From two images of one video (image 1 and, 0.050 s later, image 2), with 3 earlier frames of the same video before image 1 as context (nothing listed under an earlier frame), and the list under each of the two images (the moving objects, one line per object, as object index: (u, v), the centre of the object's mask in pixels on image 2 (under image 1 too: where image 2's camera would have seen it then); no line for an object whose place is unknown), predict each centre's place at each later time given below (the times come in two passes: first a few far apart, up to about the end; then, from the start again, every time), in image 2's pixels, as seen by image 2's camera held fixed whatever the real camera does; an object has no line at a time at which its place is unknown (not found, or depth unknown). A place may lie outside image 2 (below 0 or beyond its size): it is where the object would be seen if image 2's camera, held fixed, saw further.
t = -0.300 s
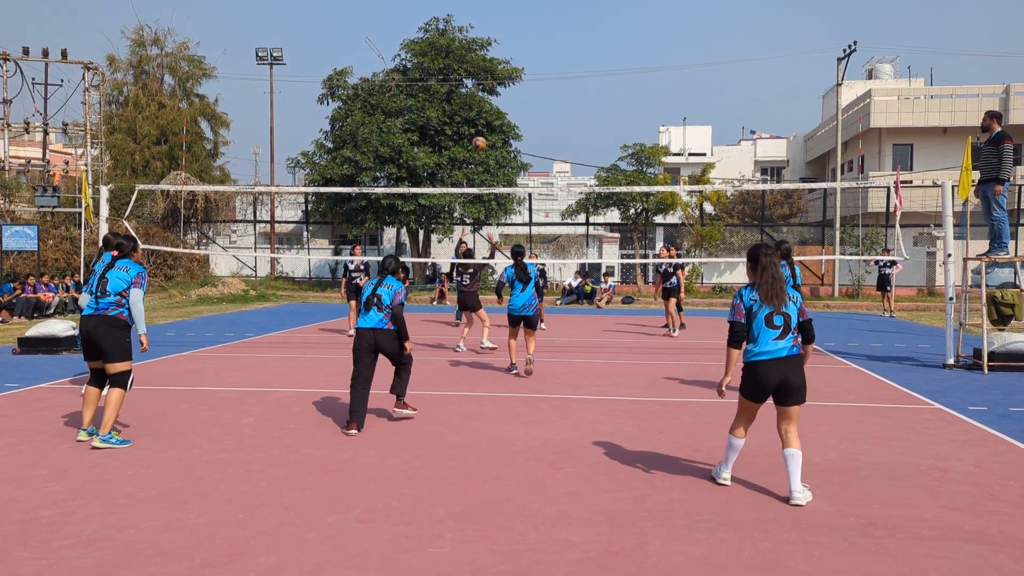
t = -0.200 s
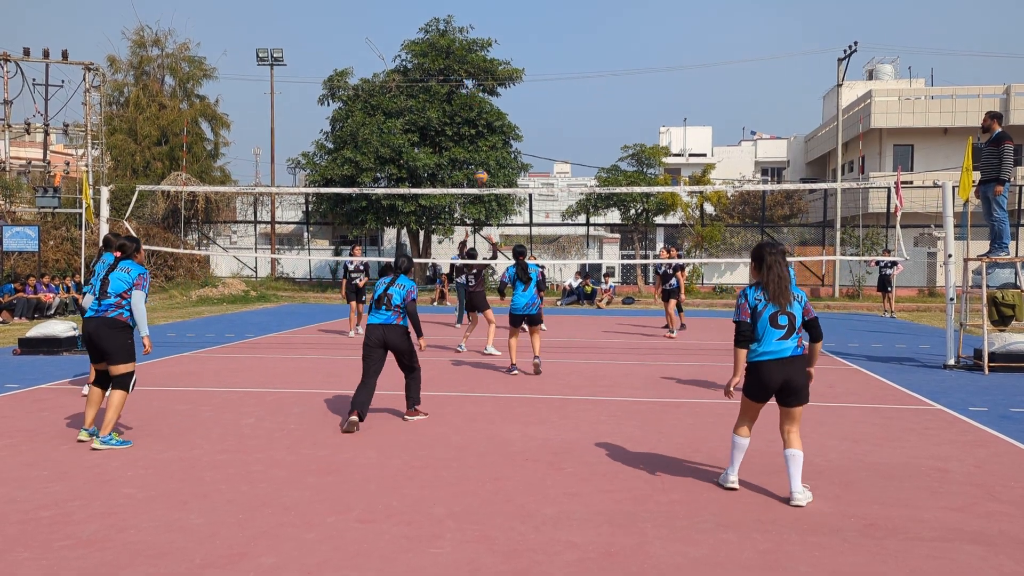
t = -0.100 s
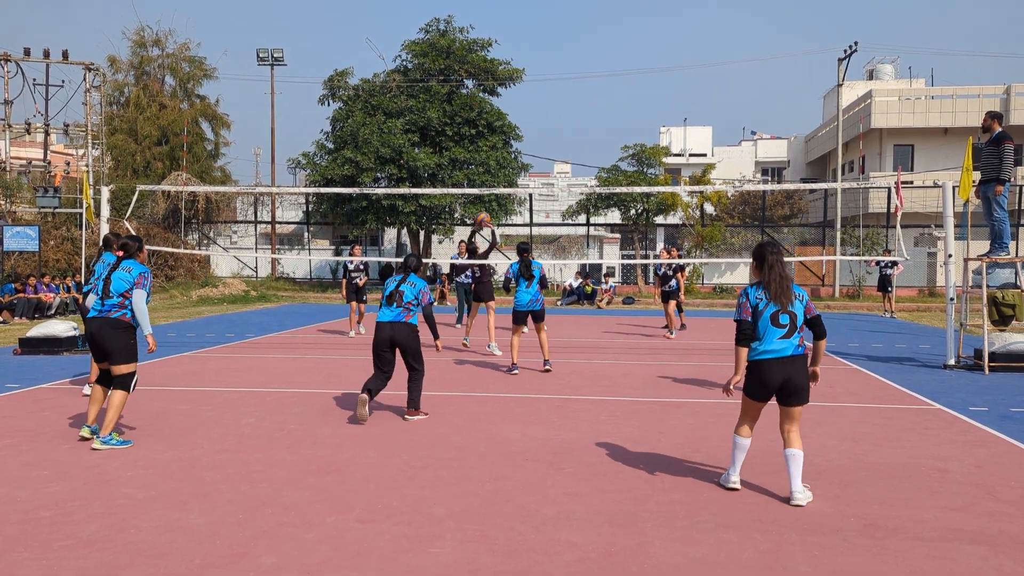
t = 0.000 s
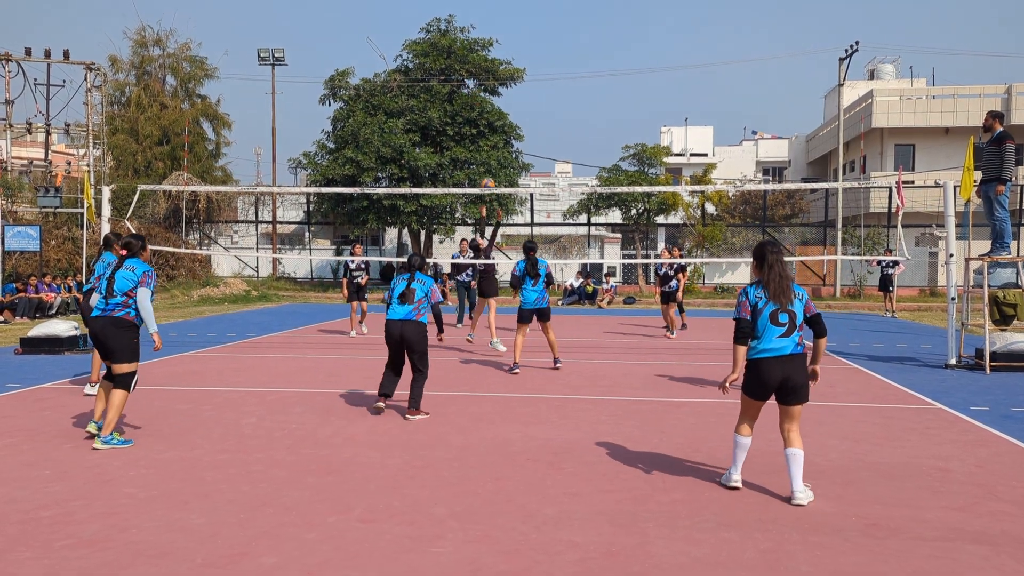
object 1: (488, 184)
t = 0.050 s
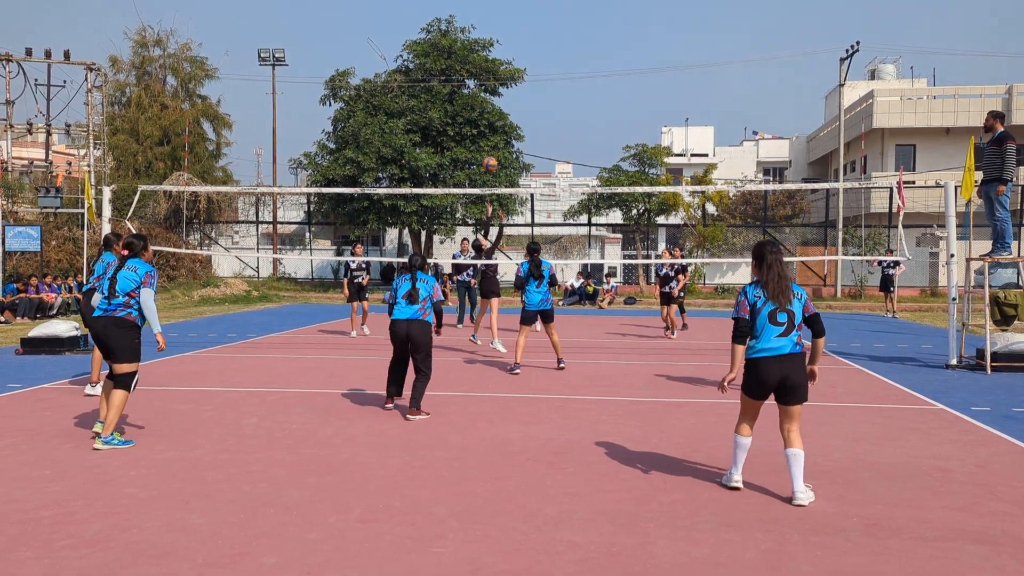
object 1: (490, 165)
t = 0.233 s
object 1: (497, 100)
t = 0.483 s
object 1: (509, 49)
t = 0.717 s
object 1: (520, 43)
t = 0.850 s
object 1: (525, 61)
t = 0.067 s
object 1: (490, 157)
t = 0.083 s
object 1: (491, 151)
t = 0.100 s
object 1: (492, 145)
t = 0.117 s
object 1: (493, 138)
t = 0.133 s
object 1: (493, 132)
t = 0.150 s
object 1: (494, 126)
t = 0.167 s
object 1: (495, 120)
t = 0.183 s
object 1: (495, 115)
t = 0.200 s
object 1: (497, 109)
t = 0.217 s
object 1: (497, 104)
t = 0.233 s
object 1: (497, 100)
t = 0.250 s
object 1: (498, 95)
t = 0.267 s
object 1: (499, 90)
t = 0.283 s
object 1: (500, 86)
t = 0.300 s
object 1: (501, 81)
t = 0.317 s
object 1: (501, 77)
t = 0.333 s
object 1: (502, 73)
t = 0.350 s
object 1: (503, 69)
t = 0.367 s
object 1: (504, 67)
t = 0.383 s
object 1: (505, 63)
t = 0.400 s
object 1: (505, 61)
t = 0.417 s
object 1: (506, 58)
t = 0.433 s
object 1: (507, 55)
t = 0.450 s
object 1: (507, 53)
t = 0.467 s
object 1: (508, 51)
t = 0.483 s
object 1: (509, 49)
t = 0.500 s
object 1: (509, 47)
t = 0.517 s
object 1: (510, 45)
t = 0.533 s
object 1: (511, 44)
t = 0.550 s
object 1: (512, 43)
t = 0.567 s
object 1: (513, 42)
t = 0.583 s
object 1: (513, 41)
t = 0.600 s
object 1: (514, 41)
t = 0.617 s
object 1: (515, 40)
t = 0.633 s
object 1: (516, 40)
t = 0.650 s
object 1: (517, 40)
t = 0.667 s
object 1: (517, 41)
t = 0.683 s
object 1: (518, 41)
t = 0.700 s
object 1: (519, 42)
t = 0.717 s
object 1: (520, 43)
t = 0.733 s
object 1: (520, 45)
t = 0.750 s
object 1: (521, 46)
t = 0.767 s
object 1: (522, 48)
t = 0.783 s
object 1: (523, 50)
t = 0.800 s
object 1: (523, 52)
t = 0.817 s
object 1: (524, 55)
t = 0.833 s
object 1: (525, 58)
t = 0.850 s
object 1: (525, 61)
